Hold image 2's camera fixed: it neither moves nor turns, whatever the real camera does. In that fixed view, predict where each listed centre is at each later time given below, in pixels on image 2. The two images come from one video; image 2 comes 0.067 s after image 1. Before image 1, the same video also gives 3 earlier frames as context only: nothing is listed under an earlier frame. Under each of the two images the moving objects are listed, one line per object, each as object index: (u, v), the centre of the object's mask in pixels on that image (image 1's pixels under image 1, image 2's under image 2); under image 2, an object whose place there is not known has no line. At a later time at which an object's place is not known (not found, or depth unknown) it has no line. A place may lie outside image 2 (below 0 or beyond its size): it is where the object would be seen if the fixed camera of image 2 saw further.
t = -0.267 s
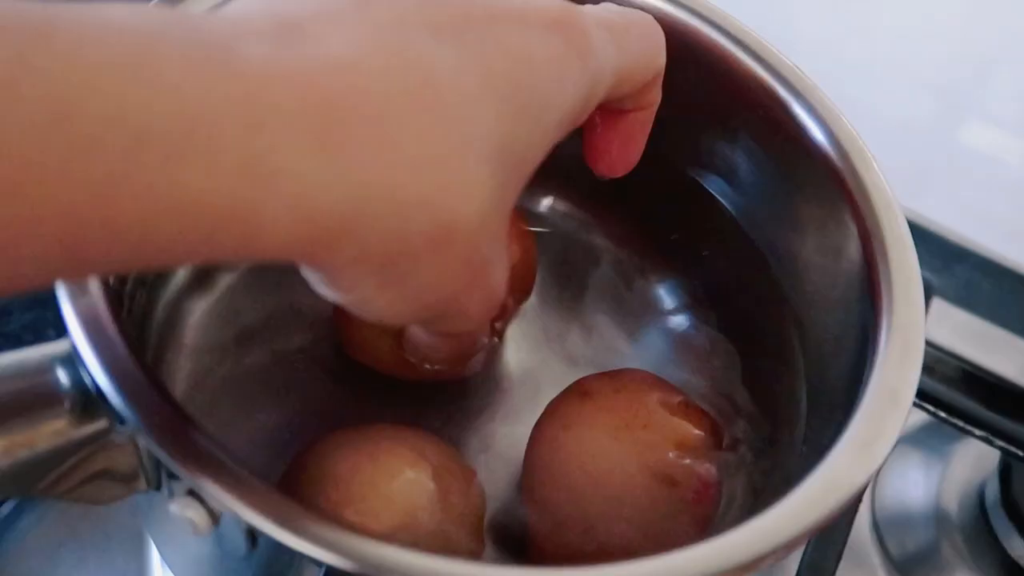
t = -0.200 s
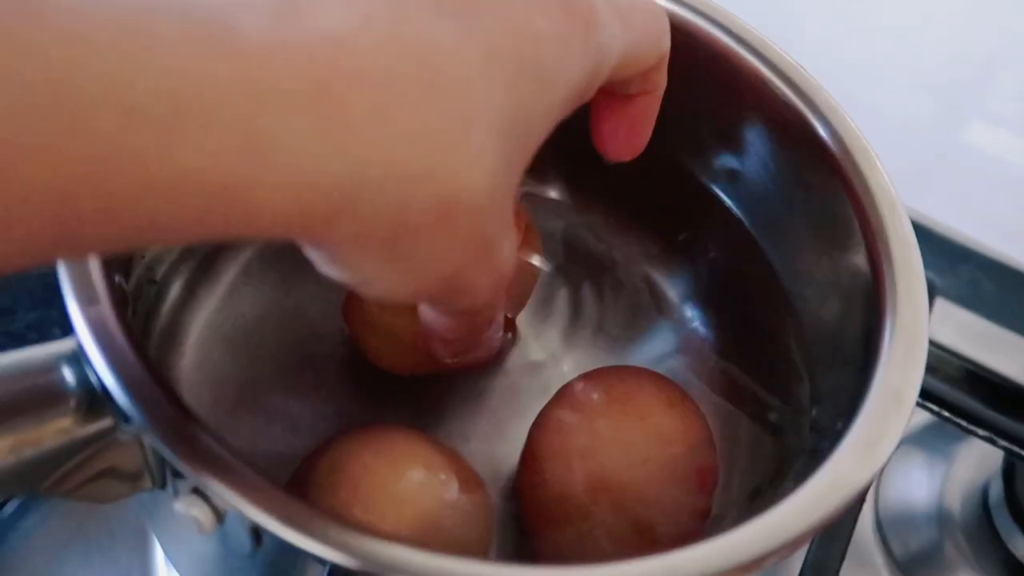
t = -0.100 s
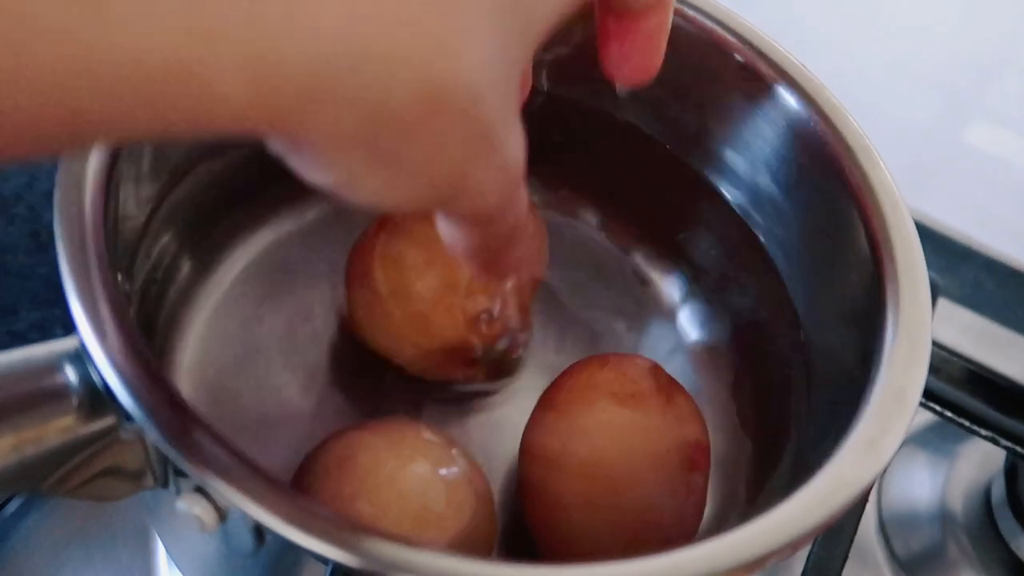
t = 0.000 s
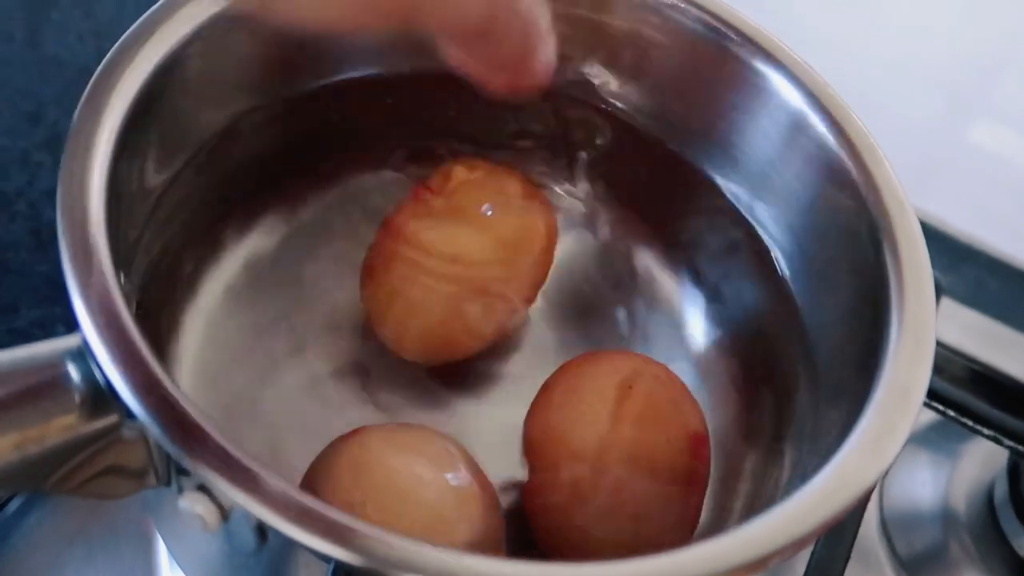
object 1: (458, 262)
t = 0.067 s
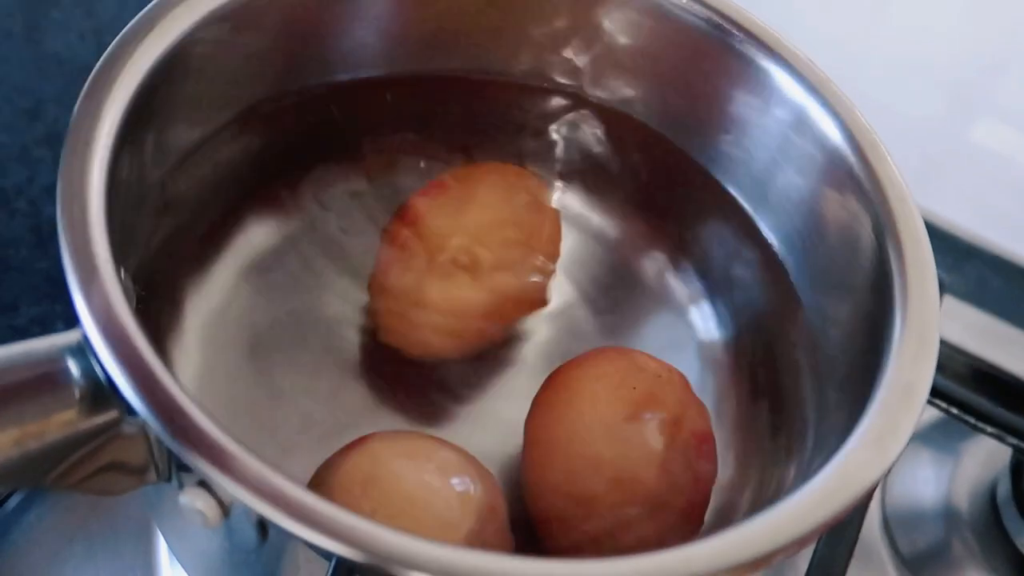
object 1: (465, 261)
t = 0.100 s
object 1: (467, 260)
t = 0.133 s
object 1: (471, 257)
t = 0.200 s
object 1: (471, 261)
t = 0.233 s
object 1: (478, 254)
